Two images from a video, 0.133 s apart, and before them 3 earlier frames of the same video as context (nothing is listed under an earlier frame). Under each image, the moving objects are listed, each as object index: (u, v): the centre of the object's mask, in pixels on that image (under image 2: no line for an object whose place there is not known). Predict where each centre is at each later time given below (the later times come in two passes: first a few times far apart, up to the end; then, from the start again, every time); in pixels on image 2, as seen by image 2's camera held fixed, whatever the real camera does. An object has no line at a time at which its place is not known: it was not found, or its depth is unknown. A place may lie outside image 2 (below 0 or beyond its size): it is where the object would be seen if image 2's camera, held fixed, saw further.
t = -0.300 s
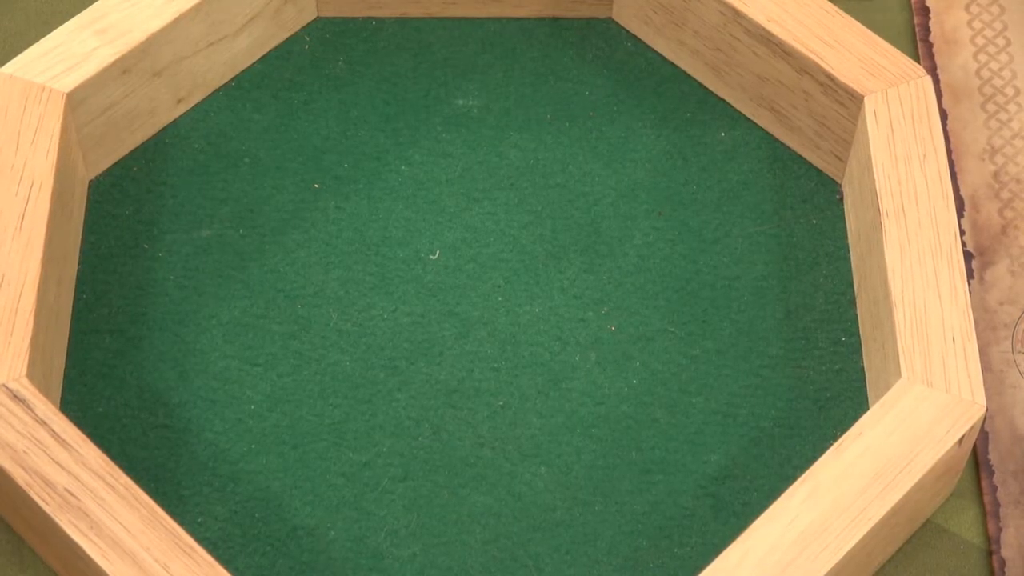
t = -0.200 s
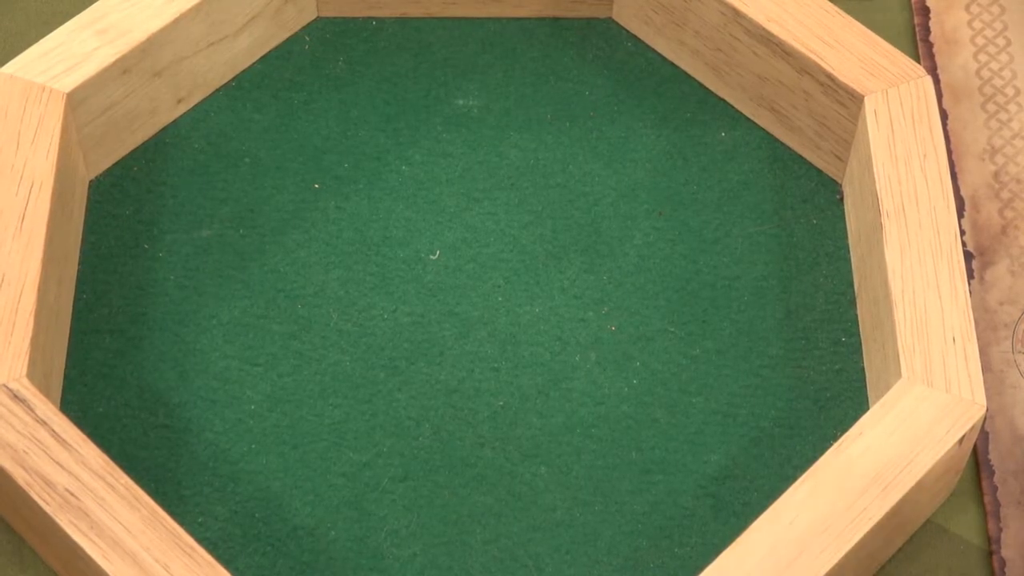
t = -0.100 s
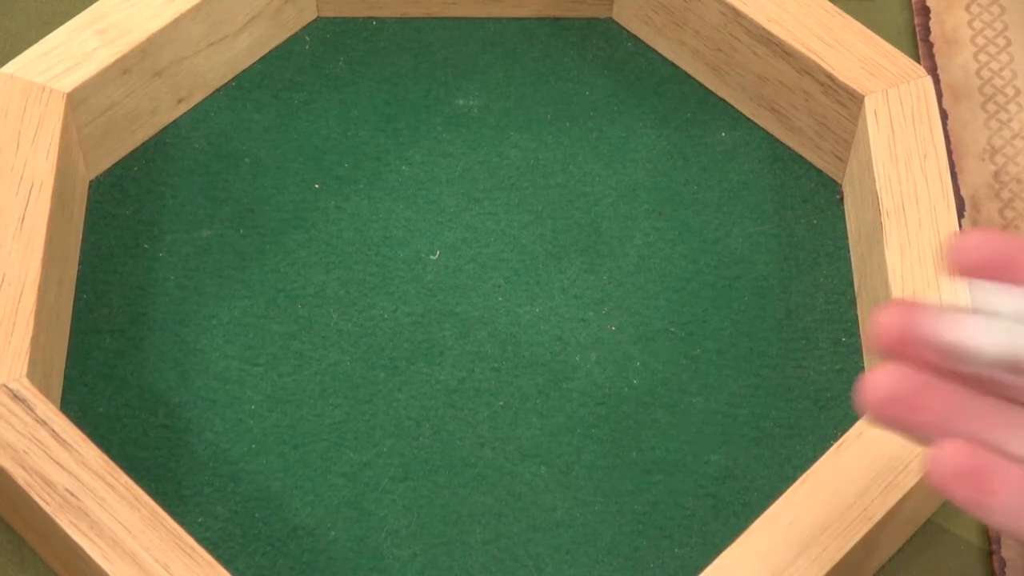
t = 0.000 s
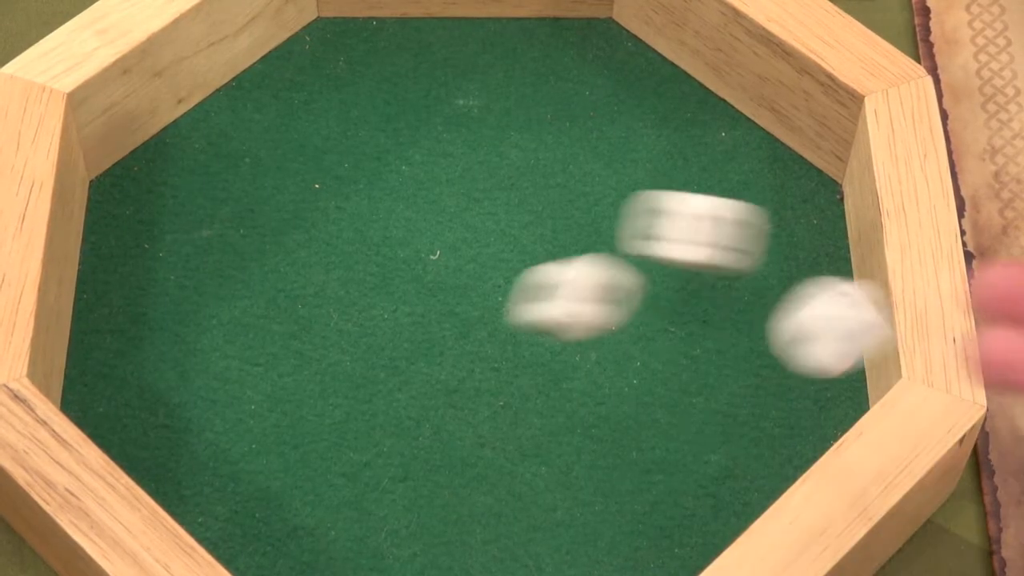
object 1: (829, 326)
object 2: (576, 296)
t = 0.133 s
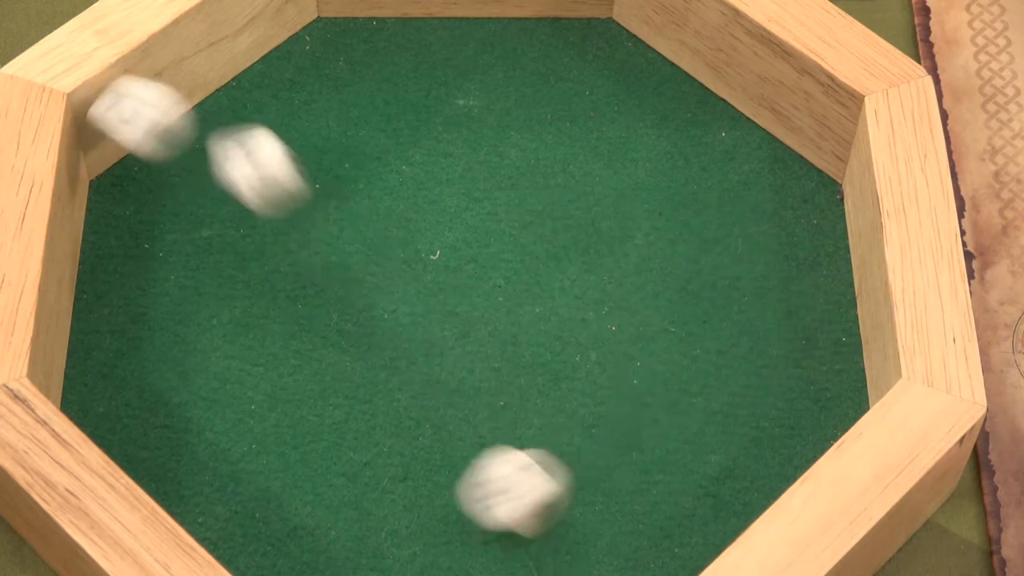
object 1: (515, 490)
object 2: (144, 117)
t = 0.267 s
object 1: (229, 529)
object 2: (281, 314)
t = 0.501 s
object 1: (245, 305)
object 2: (709, 419)
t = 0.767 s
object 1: (243, 279)
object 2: (809, 379)
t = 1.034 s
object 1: (243, 279)
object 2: (809, 380)
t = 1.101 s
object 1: (243, 279)
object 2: (809, 380)
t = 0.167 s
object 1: (432, 482)
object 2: (118, 166)
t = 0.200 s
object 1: (351, 492)
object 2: (153, 250)
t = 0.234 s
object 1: (268, 525)
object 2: (213, 279)
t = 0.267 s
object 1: (229, 529)
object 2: (281, 314)
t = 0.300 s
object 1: (234, 482)
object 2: (351, 344)
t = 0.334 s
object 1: (239, 444)
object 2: (420, 369)
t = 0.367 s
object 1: (237, 404)
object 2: (492, 384)
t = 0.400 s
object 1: (240, 369)
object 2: (555, 395)
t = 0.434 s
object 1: (244, 341)
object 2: (615, 395)
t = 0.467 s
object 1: (244, 323)
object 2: (666, 409)
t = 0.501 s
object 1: (245, 305)
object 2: (709, 419)
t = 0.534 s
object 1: (243, 289)
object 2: (753, 426)
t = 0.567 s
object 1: (242, 280)
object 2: (786, 434)
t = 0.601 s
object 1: (244, 278)
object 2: (812, 432)
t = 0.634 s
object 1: (243, 279)
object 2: (816, 415)
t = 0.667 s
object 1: (243, 279)
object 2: (817, 401)
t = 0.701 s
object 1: (243, 279)
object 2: (821, 389)
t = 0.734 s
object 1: (243, 279)
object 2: (816, 381)
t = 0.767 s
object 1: (243, 279)
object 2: (809, 379)
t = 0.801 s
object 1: (243, 279)
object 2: (809, 380)
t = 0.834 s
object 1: (243, 279)
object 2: (809, 379)
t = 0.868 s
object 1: (243, 279)
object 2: (809, 379)
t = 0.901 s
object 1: (243, 278)
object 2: (809, 379)
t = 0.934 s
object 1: (243, 279)
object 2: (809, 380)
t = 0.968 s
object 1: (243, 279)
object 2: (809, 380)
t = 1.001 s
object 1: (243, 279)
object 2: (809, 379)
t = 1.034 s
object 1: (243, 279)
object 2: (809, 380)
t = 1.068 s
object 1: (243, 279)
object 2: (809, 380)
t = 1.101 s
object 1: (243, 279)
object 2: (809, 380)
